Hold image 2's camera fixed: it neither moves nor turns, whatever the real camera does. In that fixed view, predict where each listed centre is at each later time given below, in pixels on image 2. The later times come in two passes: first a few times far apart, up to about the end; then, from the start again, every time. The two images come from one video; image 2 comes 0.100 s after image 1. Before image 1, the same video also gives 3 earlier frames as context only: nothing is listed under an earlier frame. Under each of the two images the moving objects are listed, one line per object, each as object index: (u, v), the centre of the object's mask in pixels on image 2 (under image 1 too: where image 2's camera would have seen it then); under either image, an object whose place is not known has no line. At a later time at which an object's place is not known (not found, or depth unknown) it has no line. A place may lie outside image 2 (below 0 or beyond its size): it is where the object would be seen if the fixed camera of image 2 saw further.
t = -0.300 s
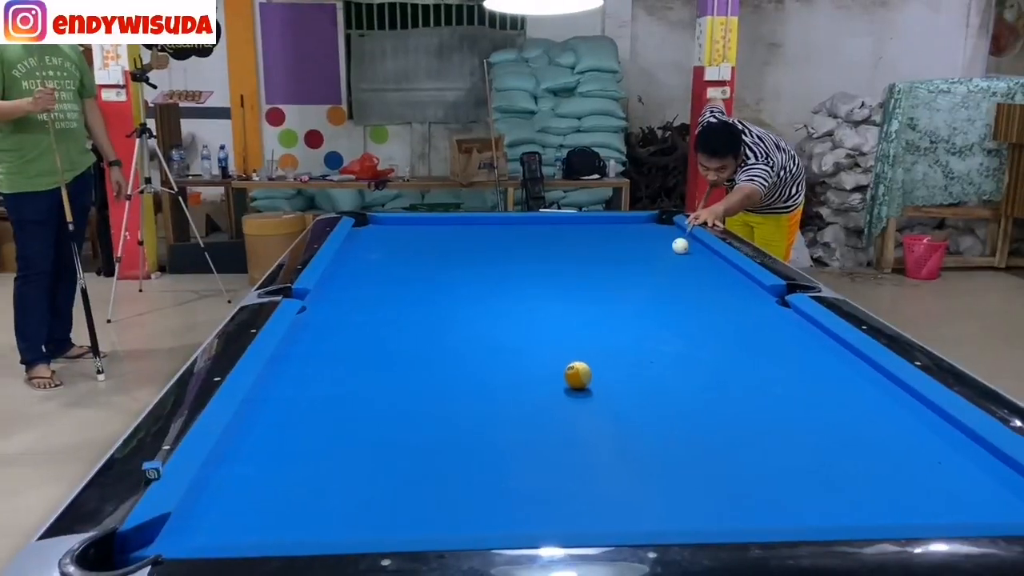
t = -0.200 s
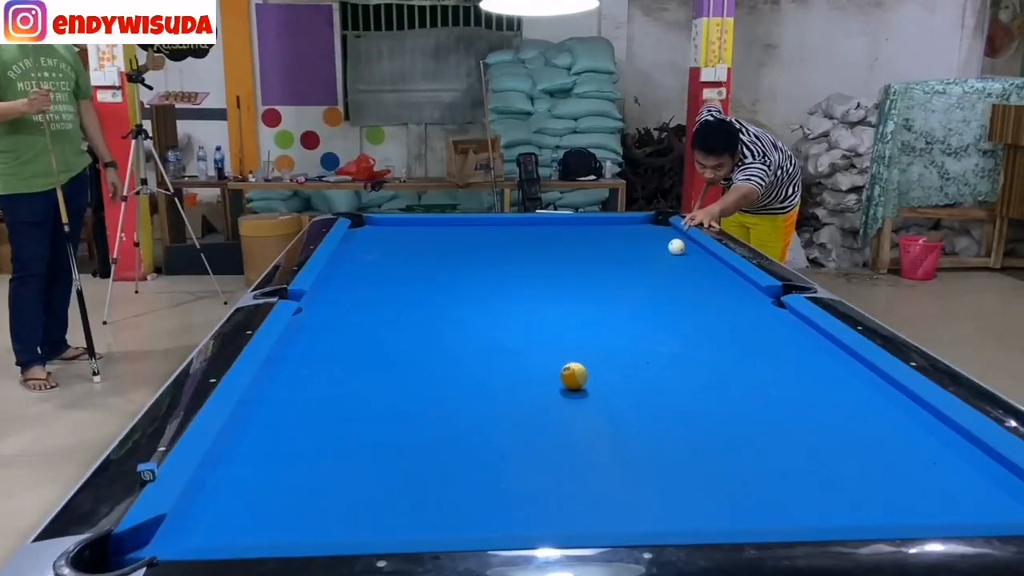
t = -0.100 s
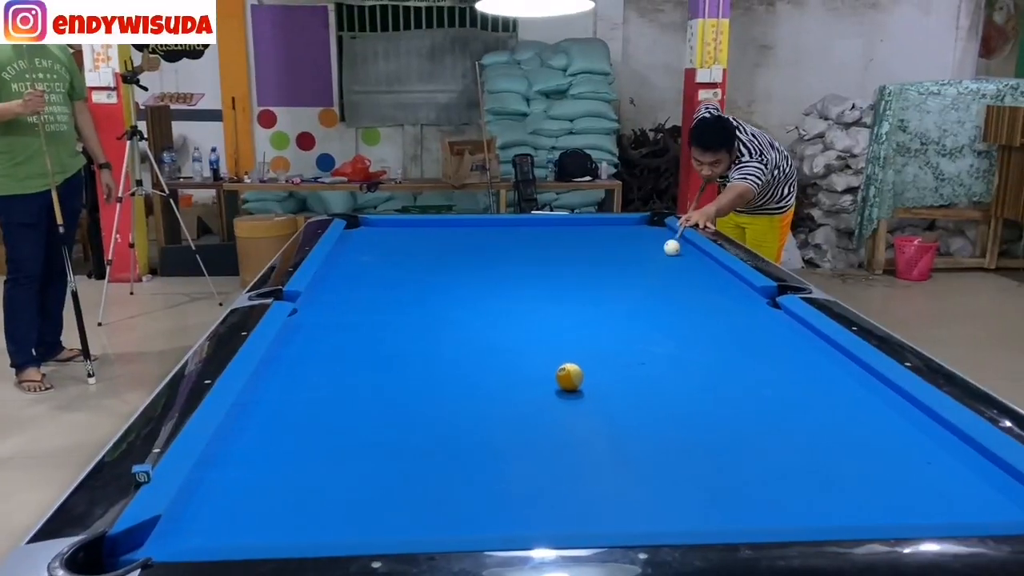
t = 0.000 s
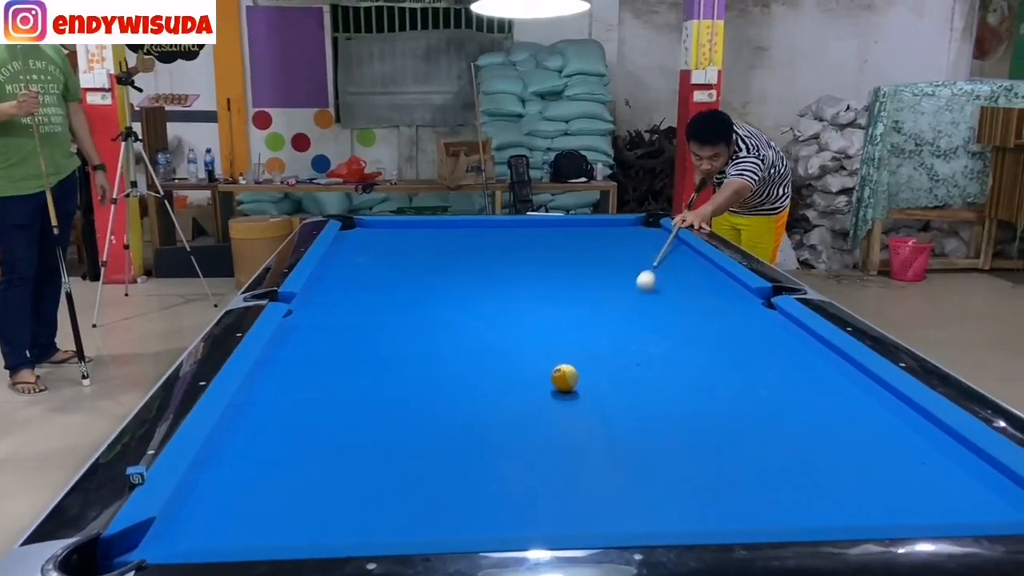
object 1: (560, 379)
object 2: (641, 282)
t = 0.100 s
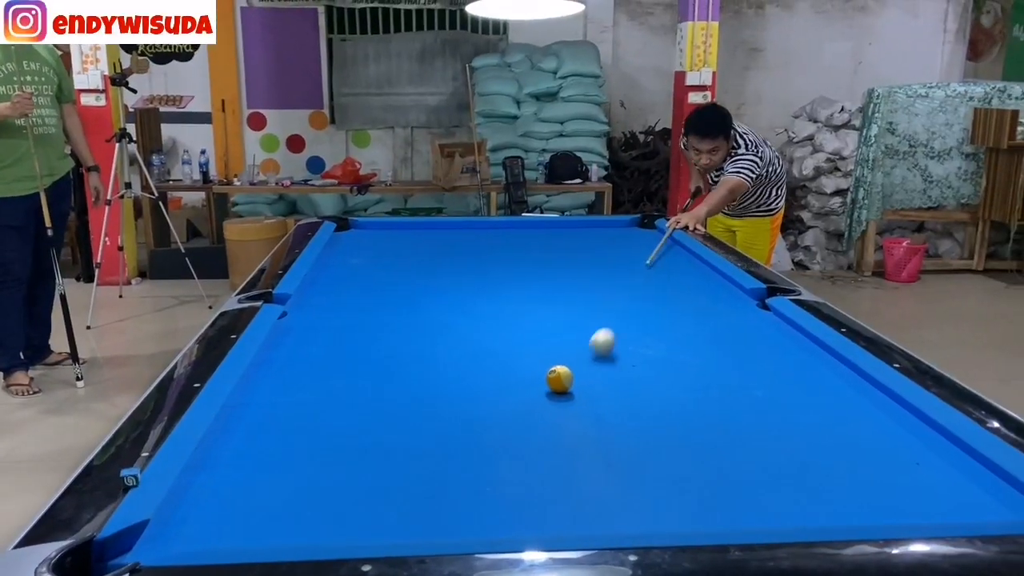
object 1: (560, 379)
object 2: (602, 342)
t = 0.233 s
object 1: (396, 406)
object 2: (710, 457)
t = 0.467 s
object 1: (363, 453)
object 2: (713, 405)
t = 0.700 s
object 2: (637, 327)
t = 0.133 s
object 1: (559, 379)
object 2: (585, 371)
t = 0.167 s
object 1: (510, 387)
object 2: (617, 393)
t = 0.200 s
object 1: (453, 396)
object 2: (661, 425)
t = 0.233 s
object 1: (396, 406)
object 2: (710, 457)
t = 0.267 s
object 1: (337, 416)
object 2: (766, 496)
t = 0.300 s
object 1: (275, 427)
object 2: (799, 510)
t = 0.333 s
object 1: (220, 437)
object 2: (780, 485)
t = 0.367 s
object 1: (256, 441)
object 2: (760, 461)
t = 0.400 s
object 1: (292, 446)
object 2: (743, 440)
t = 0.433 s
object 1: (326, 449)
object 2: (728, 421)
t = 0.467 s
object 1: (363, 453)
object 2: (713, 405)
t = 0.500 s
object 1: (398, 457)
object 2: (699, 391)
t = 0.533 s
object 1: (434, 461)
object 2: (687, 378)
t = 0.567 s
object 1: (471, 465)
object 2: (675, 366)
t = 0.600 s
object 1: (508, 469)
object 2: (664, 355)
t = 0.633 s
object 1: (545, 473)
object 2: (654, 345)
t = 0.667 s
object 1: (584, 479)
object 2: (645, 336)
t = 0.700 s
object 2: (637, 327)
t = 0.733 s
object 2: (629, 319)
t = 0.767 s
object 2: (621, 311)
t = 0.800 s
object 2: (614, 304)
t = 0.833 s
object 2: (607, 297)
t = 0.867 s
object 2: (601, 291)
